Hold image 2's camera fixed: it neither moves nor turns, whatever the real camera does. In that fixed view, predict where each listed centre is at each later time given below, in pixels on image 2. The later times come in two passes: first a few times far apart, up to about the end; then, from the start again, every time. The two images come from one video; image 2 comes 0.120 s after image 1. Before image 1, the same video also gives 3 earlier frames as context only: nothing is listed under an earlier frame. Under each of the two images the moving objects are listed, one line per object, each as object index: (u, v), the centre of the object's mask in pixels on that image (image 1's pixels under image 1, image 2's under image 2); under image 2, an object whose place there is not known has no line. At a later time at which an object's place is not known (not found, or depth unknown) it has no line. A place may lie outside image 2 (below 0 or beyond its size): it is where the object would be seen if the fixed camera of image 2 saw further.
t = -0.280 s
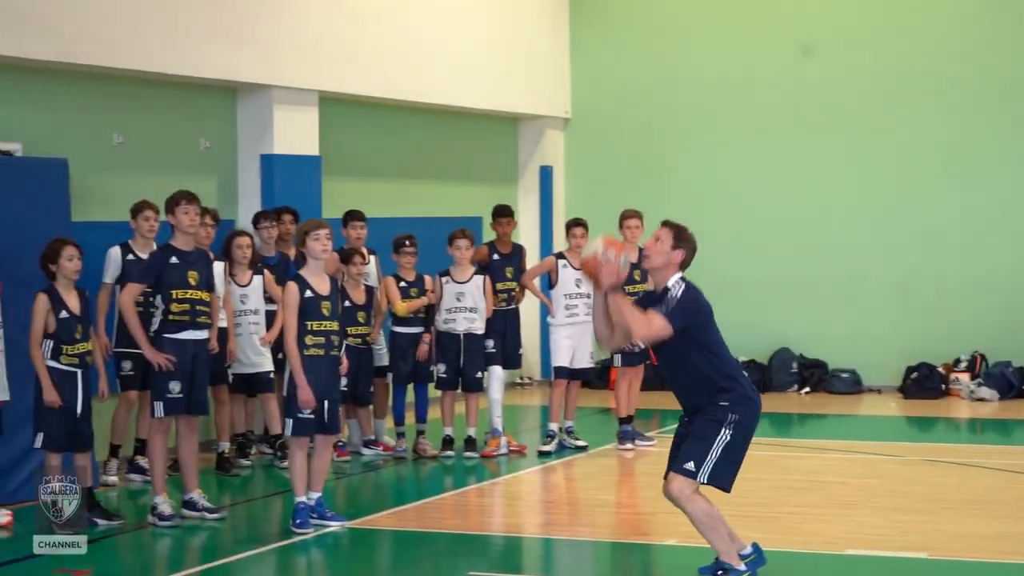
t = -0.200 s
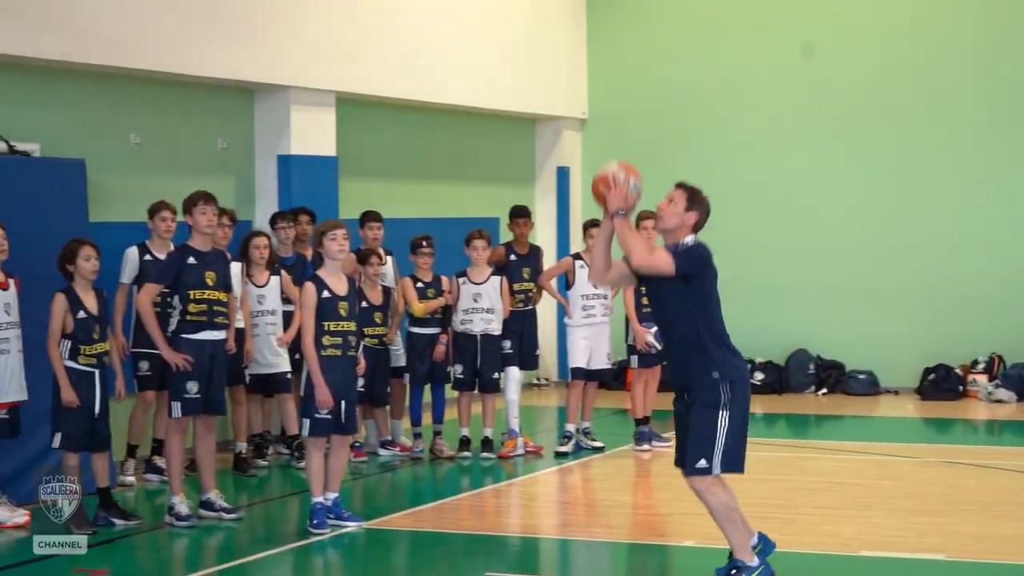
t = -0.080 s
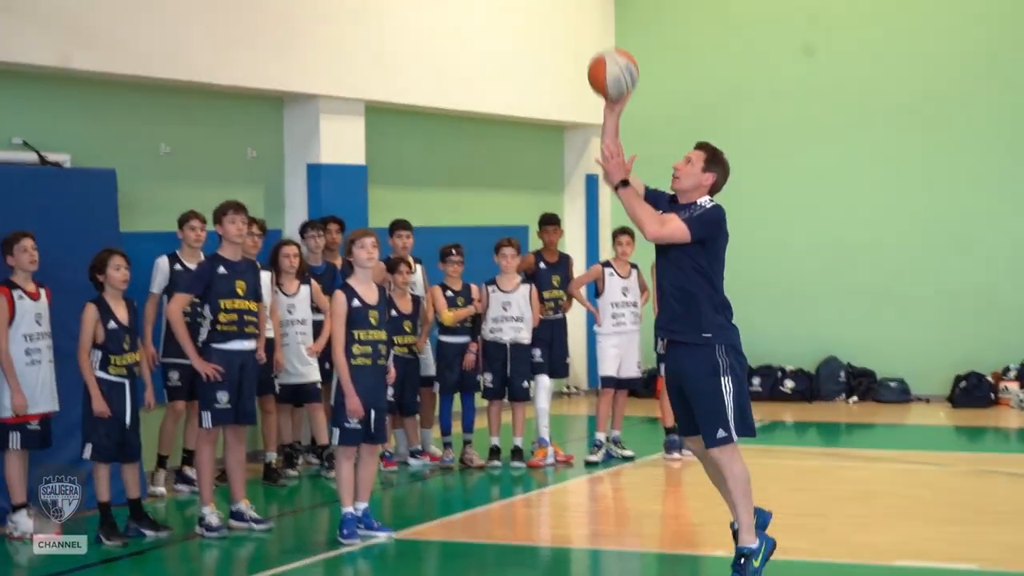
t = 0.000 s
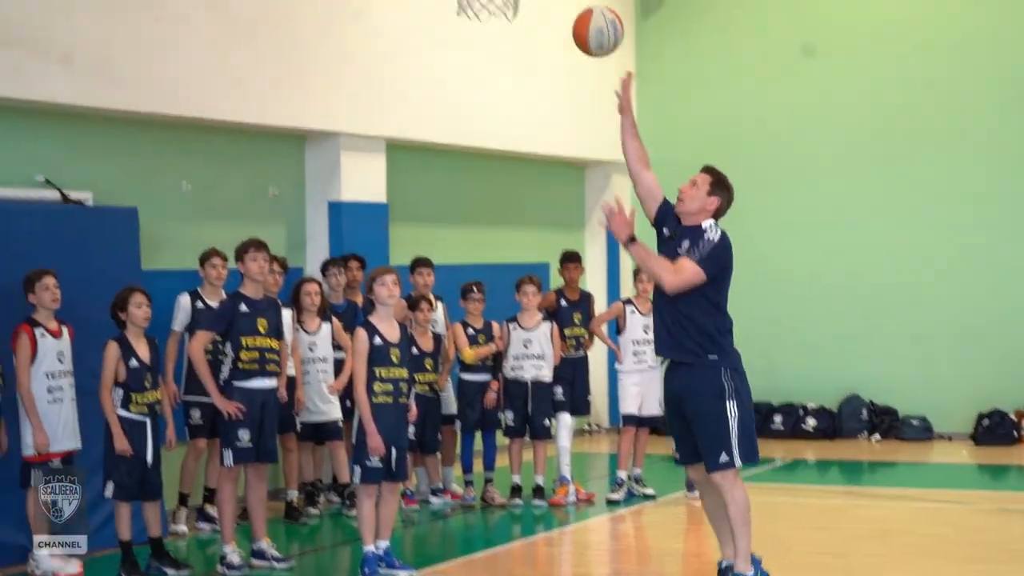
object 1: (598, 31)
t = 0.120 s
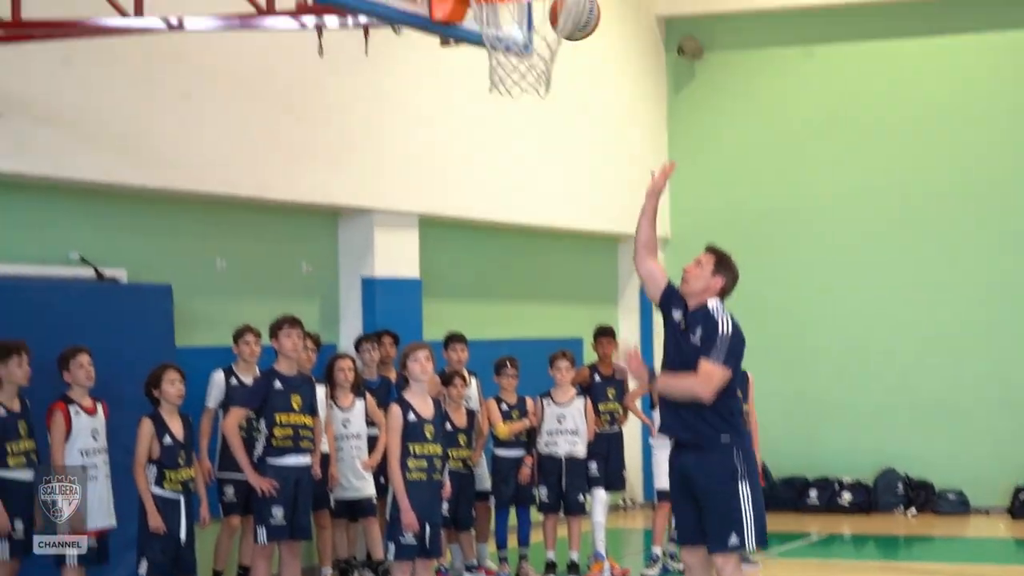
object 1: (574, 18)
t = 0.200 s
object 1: (532, -37)
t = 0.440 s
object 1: (508, -62)
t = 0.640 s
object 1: (538, 25)
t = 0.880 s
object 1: (539, 101)
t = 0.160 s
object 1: (556, -7)
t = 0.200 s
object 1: (532, -37)
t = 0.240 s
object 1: (514, -53)
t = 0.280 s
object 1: (495, -62)
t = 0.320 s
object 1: (491, -68)
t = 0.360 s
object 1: (497, -70)
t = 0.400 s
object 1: (503, -67)
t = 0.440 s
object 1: (508, -62)
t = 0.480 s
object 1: (515, -52)
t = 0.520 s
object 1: (521, -44)
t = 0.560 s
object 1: (526, -19)
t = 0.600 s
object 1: (532, 3)
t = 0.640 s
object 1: (538, 25)
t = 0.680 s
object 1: (544, 50)
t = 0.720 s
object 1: (544, 57)
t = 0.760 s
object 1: (543, 64)
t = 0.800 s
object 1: (543, 73)
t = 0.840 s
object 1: (542, 85)
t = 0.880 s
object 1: (539, 101)
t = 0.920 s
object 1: (538, 119)
